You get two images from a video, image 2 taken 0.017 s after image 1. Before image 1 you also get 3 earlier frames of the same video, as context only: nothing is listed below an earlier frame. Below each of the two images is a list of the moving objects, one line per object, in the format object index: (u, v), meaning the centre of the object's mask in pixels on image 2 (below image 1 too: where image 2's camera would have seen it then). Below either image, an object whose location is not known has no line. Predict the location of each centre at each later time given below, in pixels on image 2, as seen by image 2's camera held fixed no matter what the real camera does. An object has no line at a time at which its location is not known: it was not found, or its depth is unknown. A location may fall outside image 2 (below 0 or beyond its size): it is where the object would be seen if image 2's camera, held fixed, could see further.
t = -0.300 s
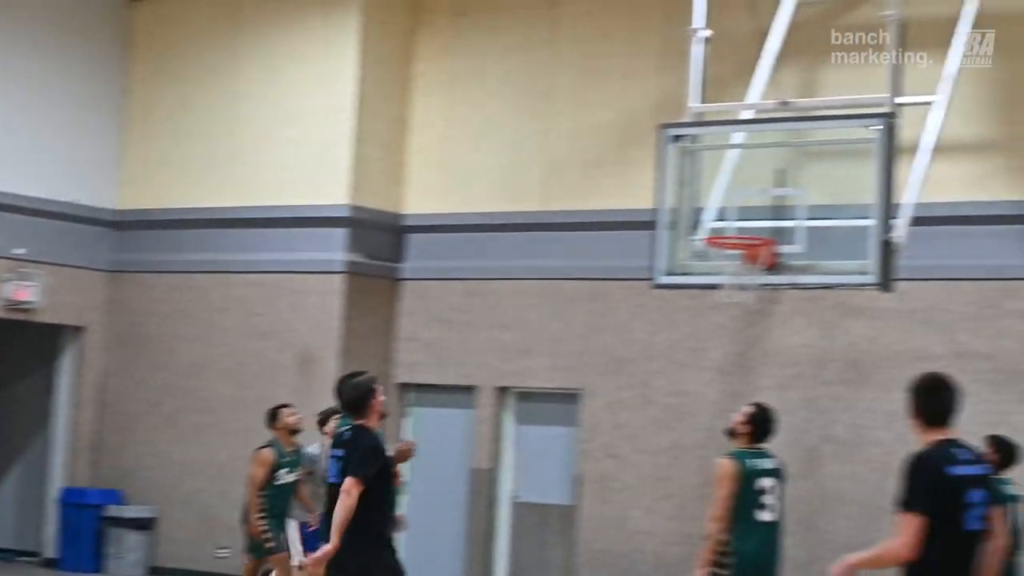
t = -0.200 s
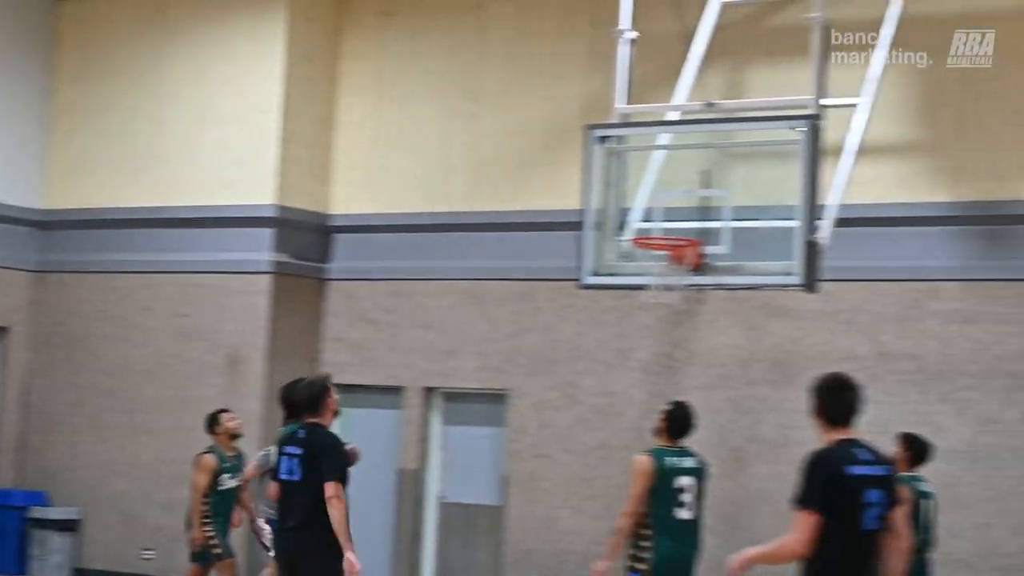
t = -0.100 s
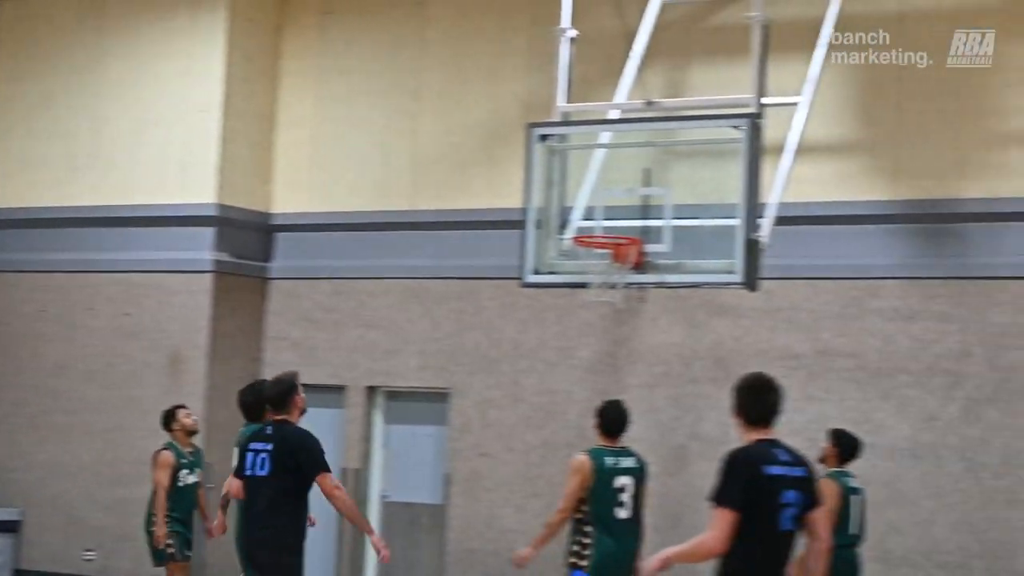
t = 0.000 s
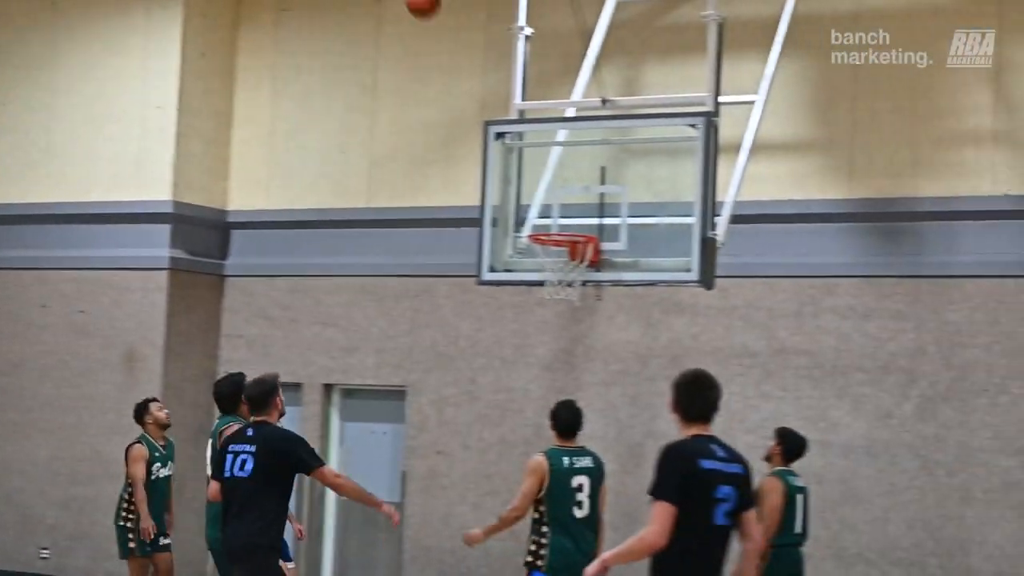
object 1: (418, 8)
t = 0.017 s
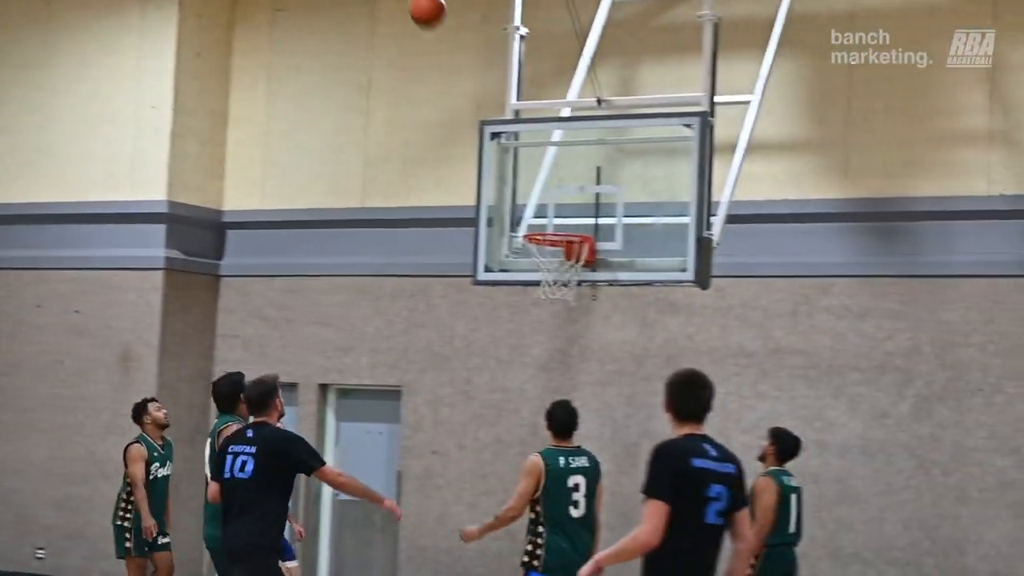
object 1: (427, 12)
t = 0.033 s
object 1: (435, 18)
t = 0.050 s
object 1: (445, 29)
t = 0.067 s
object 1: (452, 39)
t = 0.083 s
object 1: (461, 51)
